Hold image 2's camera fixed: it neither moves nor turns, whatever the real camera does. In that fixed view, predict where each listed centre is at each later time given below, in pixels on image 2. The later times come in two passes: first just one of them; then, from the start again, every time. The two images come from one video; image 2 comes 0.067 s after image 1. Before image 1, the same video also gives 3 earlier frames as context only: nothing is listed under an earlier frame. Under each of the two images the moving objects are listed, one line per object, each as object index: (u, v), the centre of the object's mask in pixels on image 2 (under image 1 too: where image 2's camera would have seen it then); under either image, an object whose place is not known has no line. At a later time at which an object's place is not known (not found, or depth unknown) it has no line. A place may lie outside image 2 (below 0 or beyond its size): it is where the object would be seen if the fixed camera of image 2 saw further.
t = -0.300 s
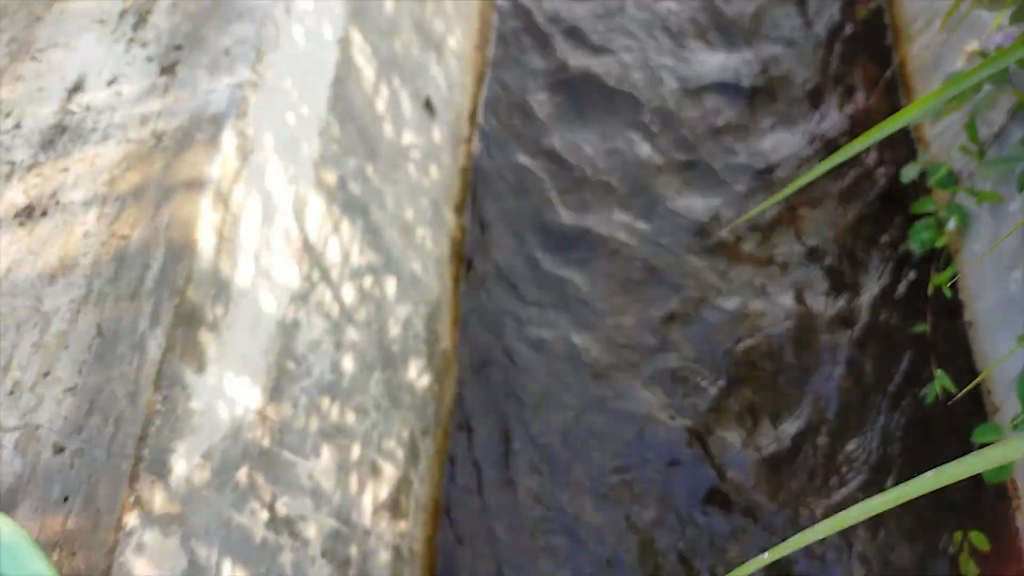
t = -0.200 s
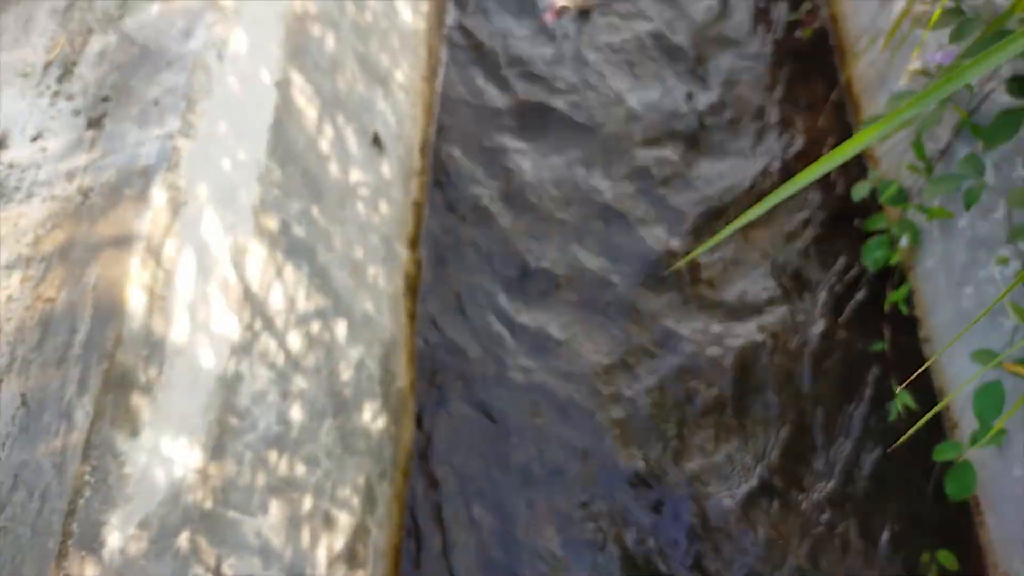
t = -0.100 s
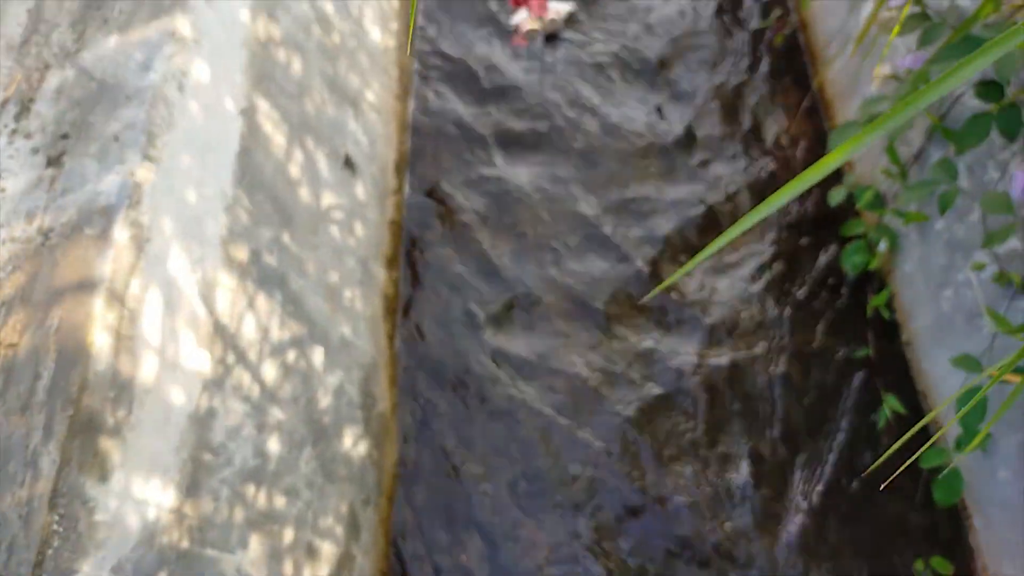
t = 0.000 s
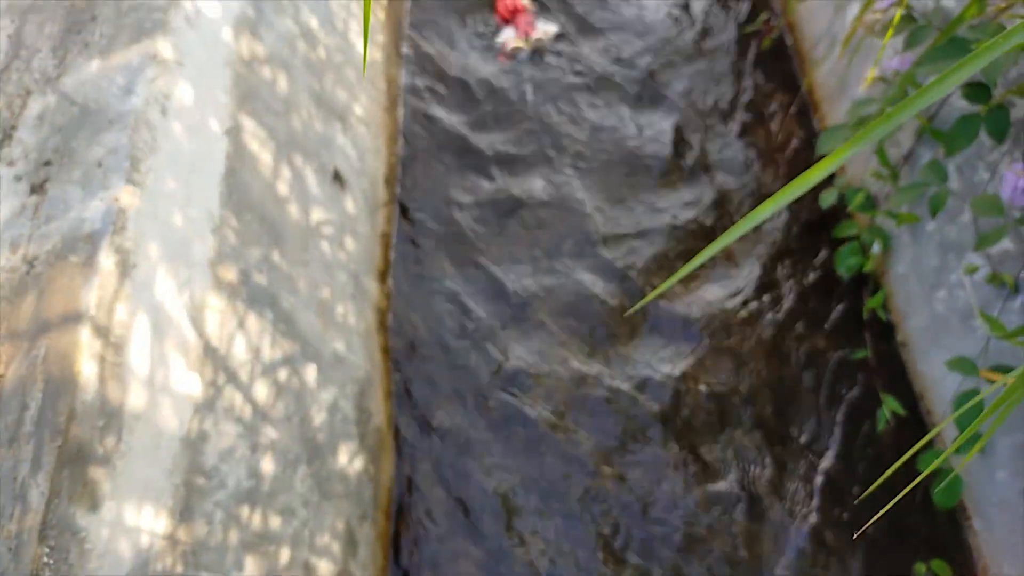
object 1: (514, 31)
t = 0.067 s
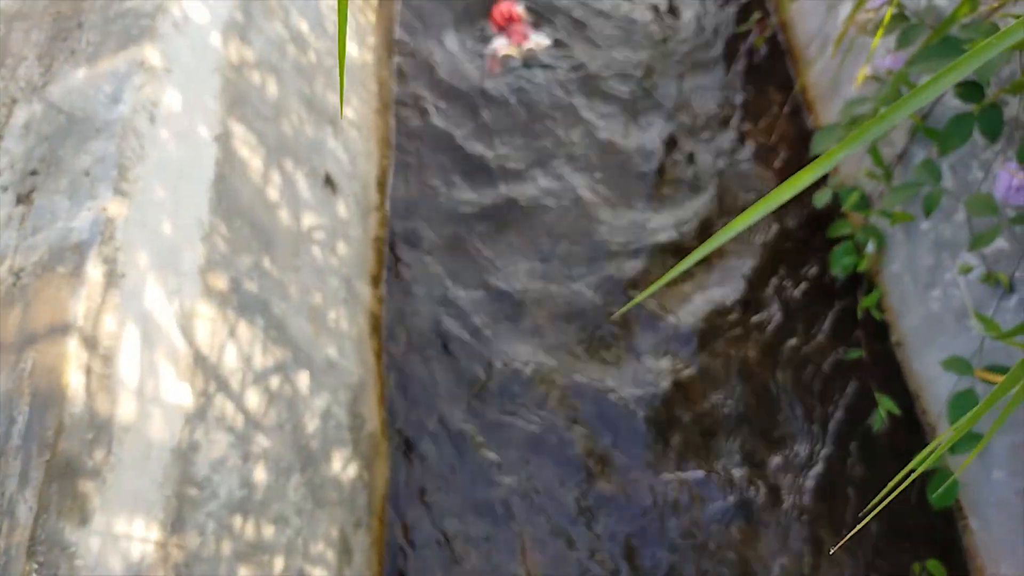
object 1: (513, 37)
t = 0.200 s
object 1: (518, 53)
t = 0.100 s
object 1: (514, 39)
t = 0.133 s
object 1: (513, 43)
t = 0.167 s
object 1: (516, 48)
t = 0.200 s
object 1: (518, 53)
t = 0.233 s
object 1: (517, 57)
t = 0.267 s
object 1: (517, 60)
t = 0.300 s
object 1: (519, 65)
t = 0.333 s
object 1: (519, 69)
